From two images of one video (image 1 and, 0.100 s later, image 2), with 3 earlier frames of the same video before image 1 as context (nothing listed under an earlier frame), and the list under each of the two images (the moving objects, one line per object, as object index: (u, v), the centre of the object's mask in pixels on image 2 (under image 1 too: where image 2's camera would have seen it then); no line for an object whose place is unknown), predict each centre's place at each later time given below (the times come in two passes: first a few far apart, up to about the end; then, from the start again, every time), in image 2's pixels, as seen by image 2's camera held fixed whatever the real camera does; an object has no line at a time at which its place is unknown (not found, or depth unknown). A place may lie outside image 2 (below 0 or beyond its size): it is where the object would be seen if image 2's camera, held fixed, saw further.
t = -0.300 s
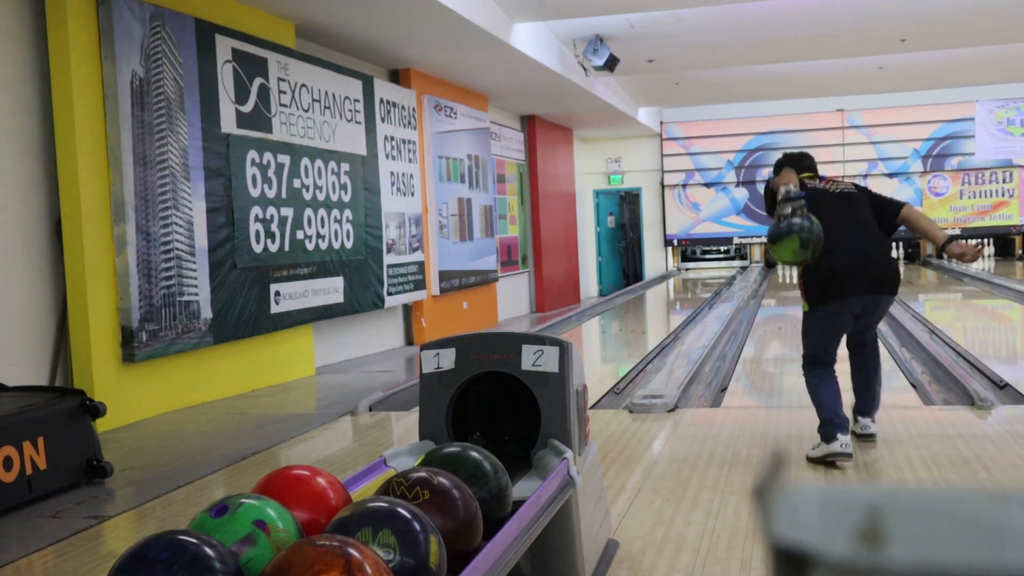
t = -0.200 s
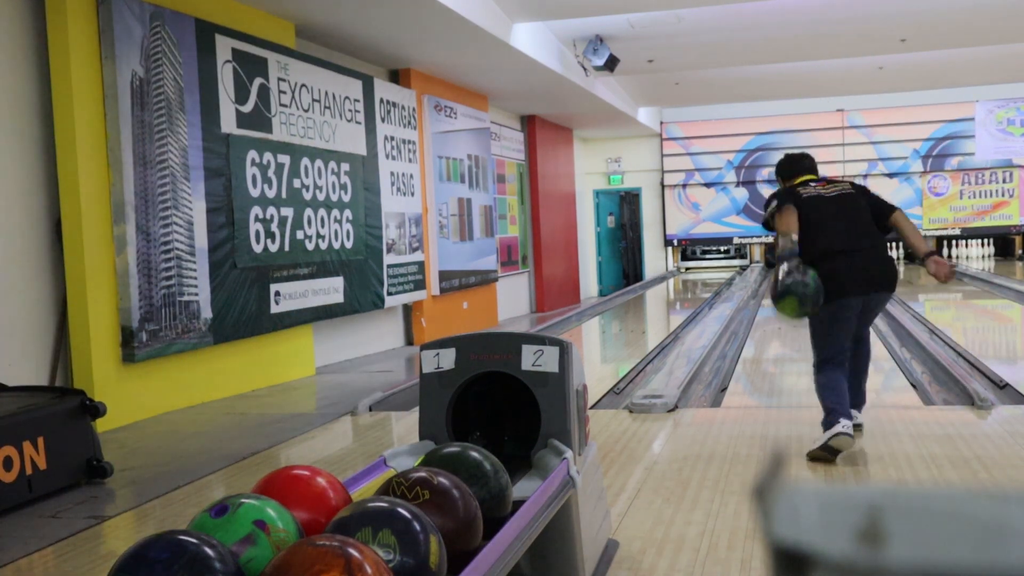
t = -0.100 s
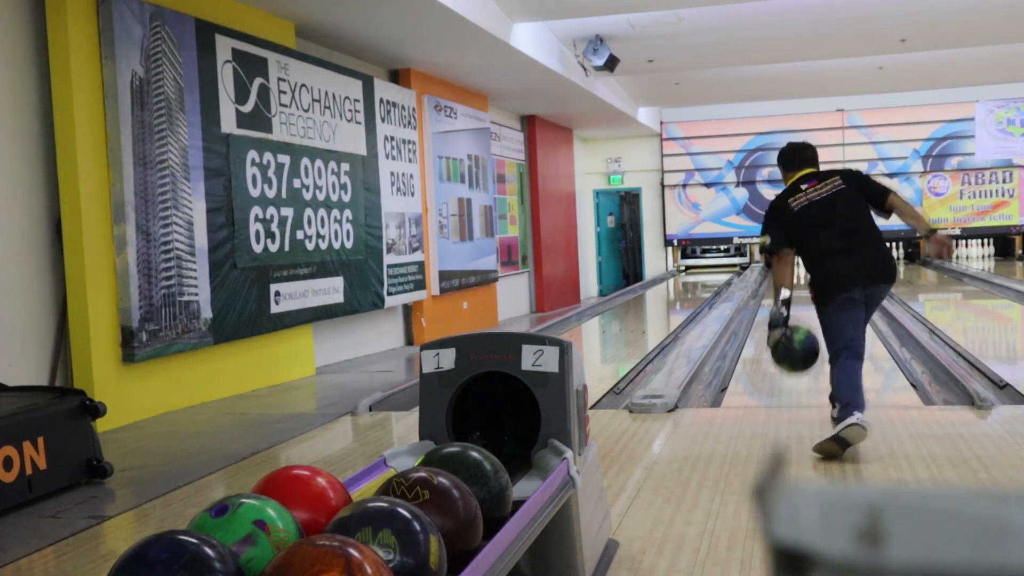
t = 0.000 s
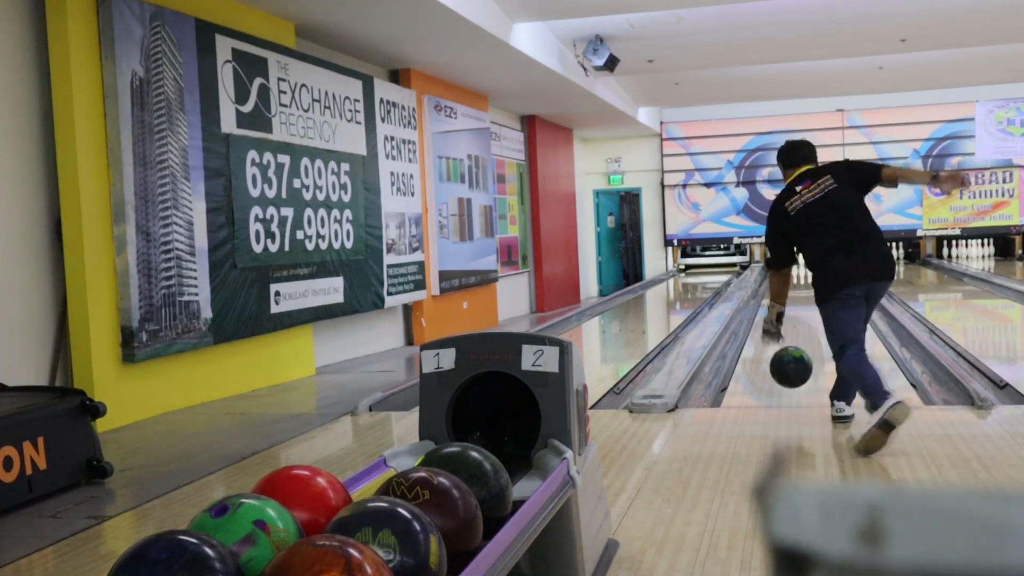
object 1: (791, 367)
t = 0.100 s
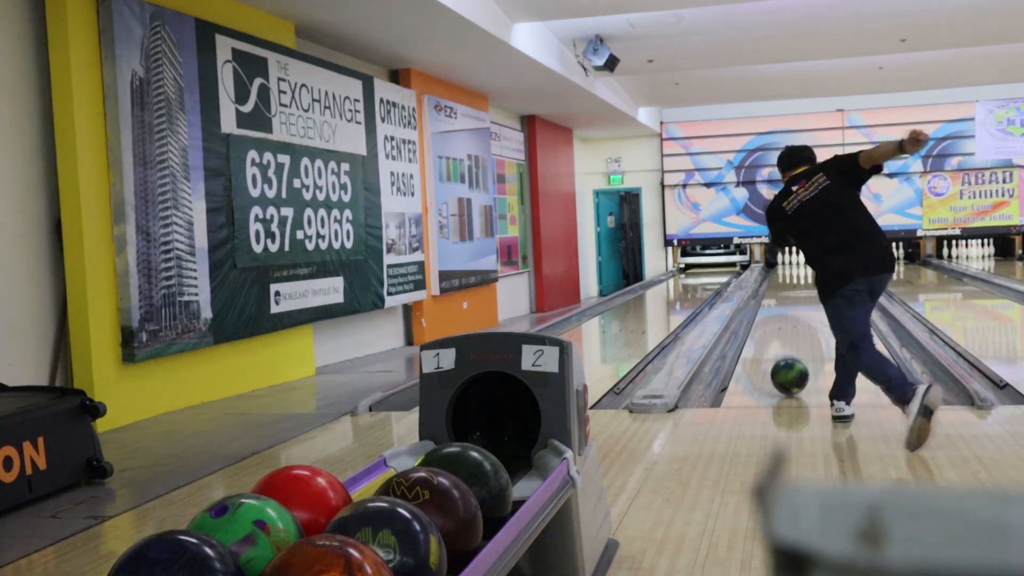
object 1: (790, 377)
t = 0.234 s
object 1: (787, 357)
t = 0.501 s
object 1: (784, 329)
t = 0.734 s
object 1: (783, 313)
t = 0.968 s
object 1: (782, 300)
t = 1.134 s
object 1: (781, 297)
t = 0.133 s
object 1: (789, 369)
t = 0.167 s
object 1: (789, 364)
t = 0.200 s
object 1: (789, 361)
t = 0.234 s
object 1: (787, 357)
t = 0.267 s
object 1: (787, 352)
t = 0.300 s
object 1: (787, 349)
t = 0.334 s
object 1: (786, 345)
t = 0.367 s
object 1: (786, 342)
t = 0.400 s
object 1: (785, 338)
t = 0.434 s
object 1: (785, 335)
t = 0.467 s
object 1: (785, 332)
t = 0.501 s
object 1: (784, 329)
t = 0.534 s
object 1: (784, 326)
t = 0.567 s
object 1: (784, 324)
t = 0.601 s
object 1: (784, 322)
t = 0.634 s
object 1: (783, 319)
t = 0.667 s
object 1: (783, 317)
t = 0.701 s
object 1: (783, 315)
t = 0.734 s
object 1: (783, 313)
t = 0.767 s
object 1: (783, 311)
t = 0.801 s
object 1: (783, 309)
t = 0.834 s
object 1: (782, 307)
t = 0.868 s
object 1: (782, 305)
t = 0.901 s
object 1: (782, 303)
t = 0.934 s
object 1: (782, 302)
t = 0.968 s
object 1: (782, 300)
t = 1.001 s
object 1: (782, 299)
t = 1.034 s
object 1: (782, 298)
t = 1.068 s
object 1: (781, 296)
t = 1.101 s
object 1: (781, 295)
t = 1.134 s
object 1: (781, 297)
